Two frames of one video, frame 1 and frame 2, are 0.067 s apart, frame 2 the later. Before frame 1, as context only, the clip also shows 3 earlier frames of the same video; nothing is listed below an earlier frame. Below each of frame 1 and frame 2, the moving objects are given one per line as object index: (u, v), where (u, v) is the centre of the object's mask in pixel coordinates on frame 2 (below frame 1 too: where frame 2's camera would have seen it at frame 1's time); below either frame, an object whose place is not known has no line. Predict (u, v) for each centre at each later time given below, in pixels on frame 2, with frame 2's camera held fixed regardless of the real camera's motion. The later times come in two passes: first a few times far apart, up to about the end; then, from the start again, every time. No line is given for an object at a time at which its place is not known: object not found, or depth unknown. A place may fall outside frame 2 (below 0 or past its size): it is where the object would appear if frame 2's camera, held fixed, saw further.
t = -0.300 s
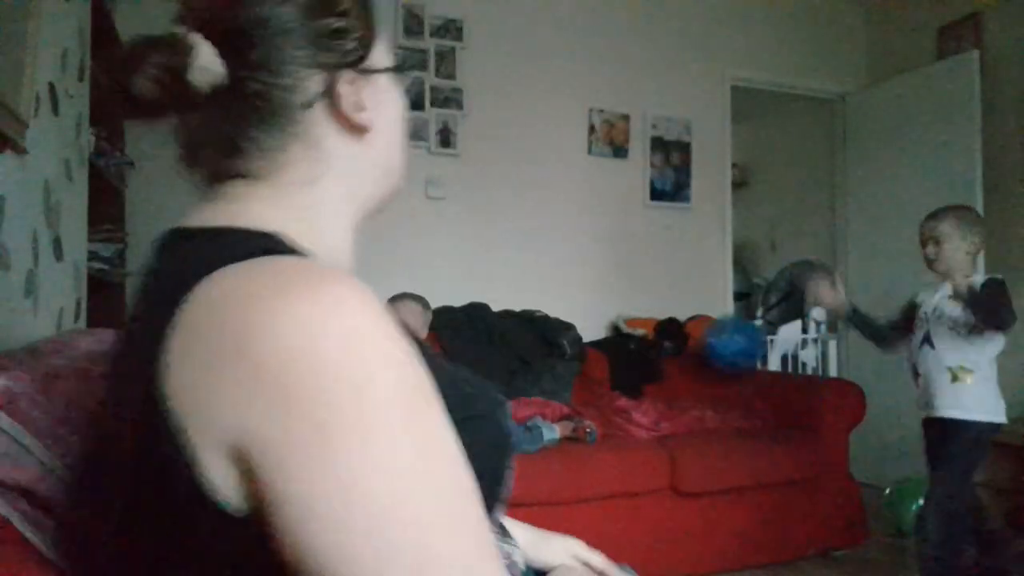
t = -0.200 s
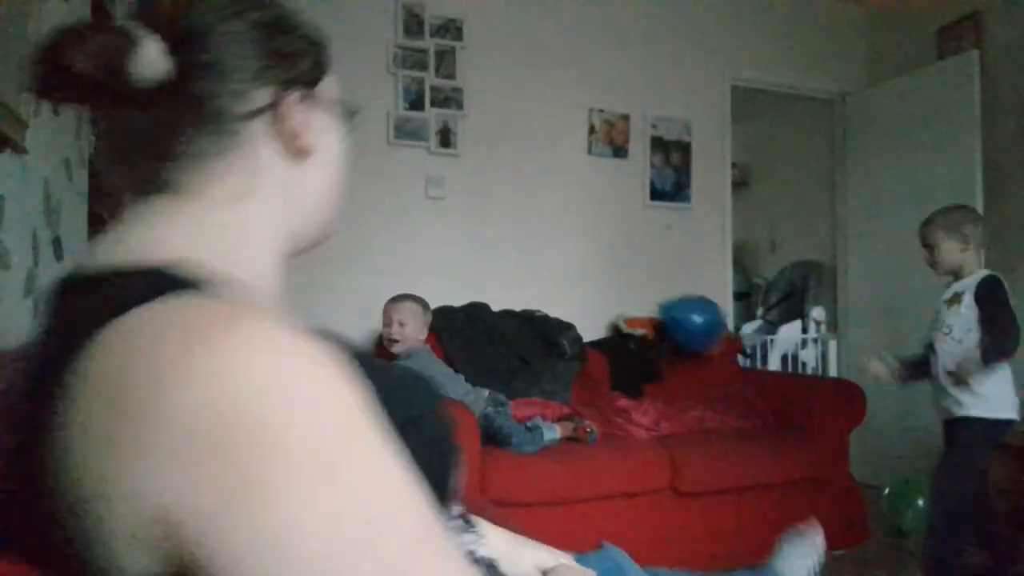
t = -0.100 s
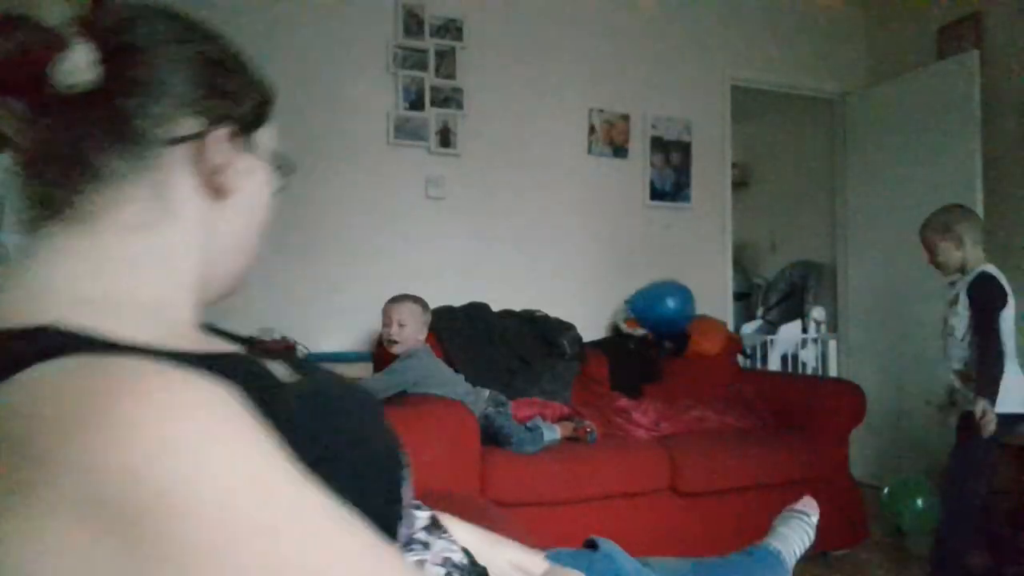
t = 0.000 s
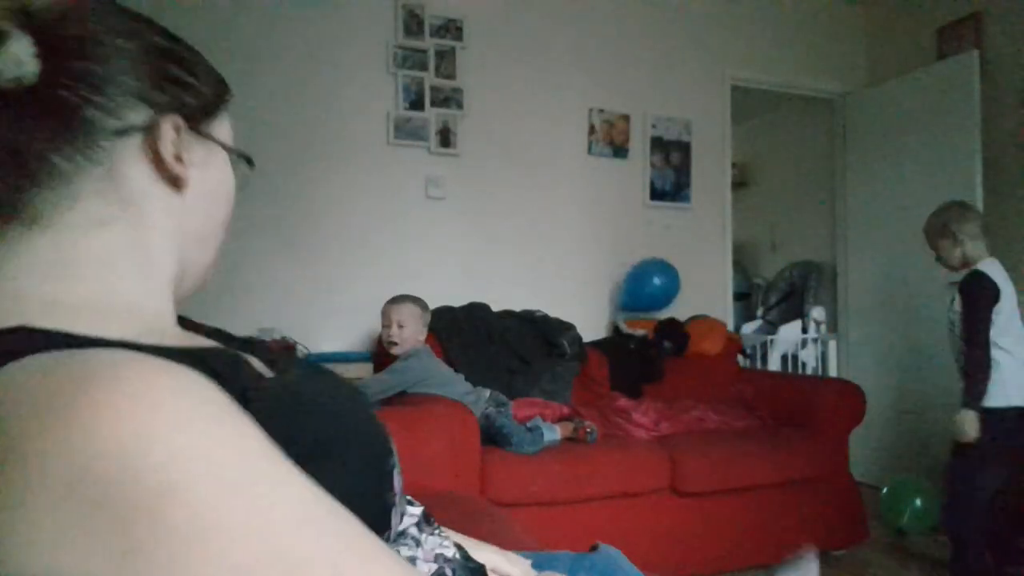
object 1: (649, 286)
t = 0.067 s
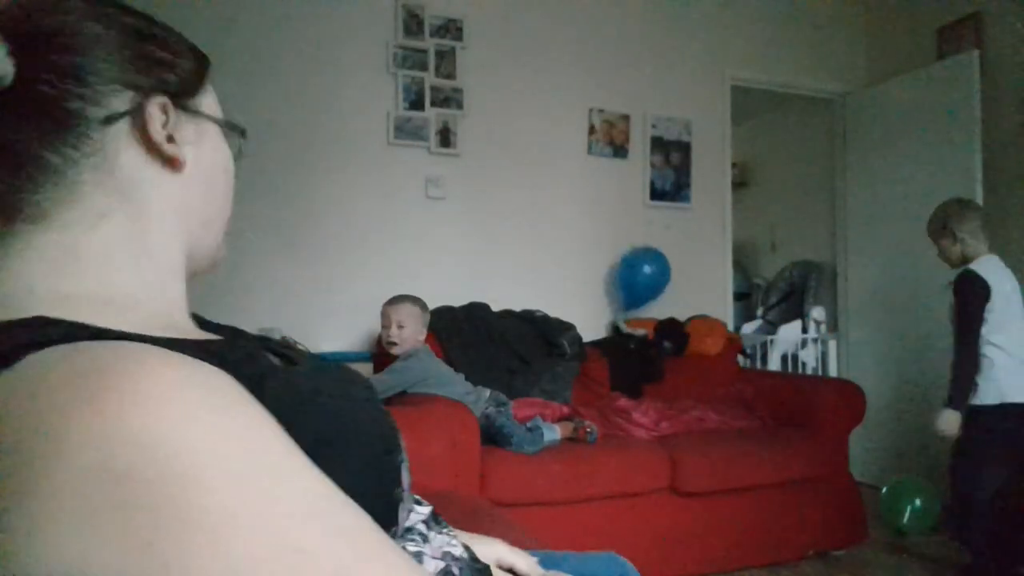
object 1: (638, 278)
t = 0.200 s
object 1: (624, 264)
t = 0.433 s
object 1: (607, 255)
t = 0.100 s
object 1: (634, 273)
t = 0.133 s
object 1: (630, 270)
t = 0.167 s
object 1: (627, 267)
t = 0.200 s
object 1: (624, 264)
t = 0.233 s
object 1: (622, 261)
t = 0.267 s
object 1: (618, 259)
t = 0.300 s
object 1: (615, 258)
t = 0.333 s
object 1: (613, 257)
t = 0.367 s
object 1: (610, 256)
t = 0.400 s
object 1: (608, 256)
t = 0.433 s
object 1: (607, 255)
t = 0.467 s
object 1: (606, 255)
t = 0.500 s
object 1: (605, 256)
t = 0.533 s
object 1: (605, 256)
